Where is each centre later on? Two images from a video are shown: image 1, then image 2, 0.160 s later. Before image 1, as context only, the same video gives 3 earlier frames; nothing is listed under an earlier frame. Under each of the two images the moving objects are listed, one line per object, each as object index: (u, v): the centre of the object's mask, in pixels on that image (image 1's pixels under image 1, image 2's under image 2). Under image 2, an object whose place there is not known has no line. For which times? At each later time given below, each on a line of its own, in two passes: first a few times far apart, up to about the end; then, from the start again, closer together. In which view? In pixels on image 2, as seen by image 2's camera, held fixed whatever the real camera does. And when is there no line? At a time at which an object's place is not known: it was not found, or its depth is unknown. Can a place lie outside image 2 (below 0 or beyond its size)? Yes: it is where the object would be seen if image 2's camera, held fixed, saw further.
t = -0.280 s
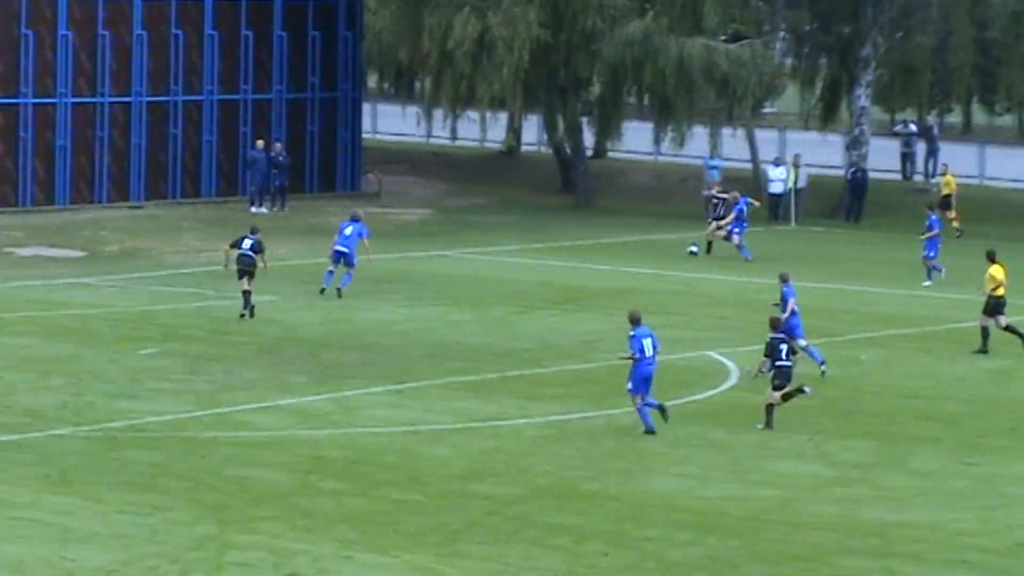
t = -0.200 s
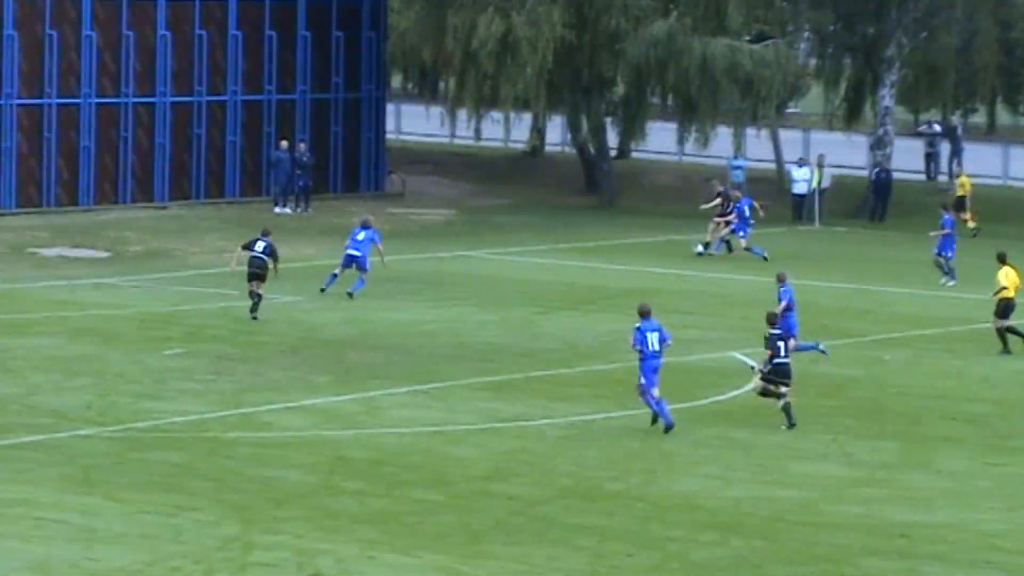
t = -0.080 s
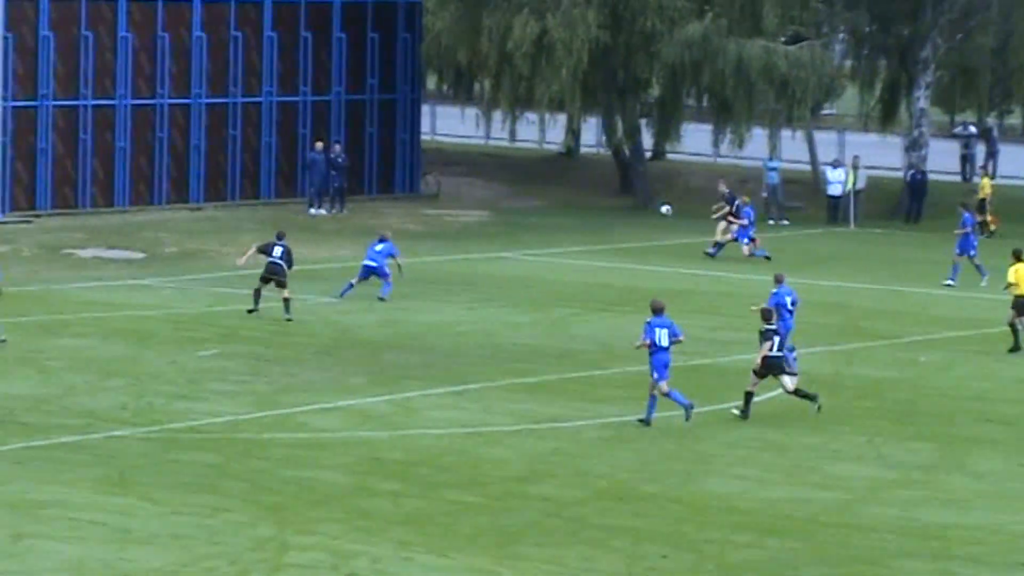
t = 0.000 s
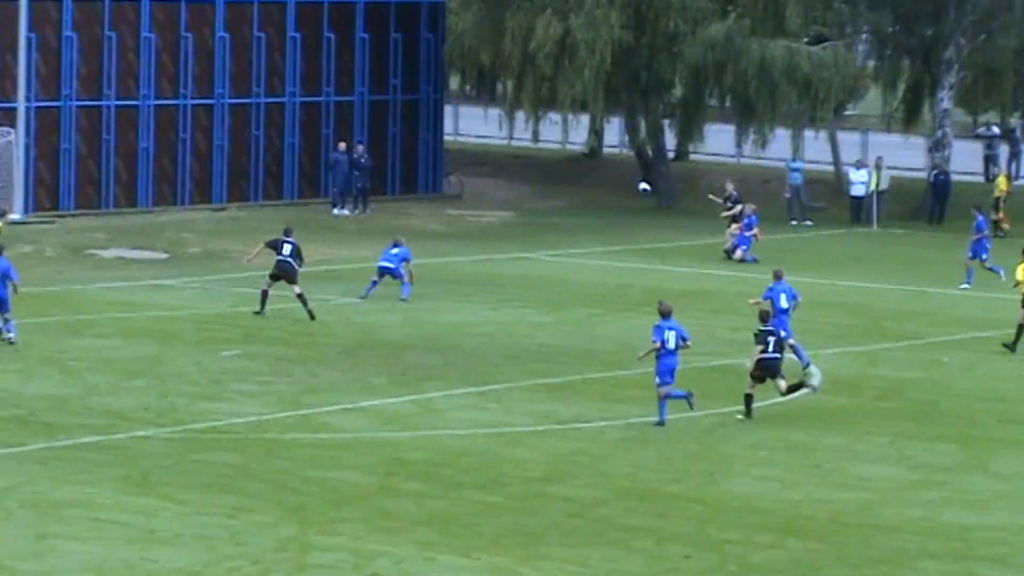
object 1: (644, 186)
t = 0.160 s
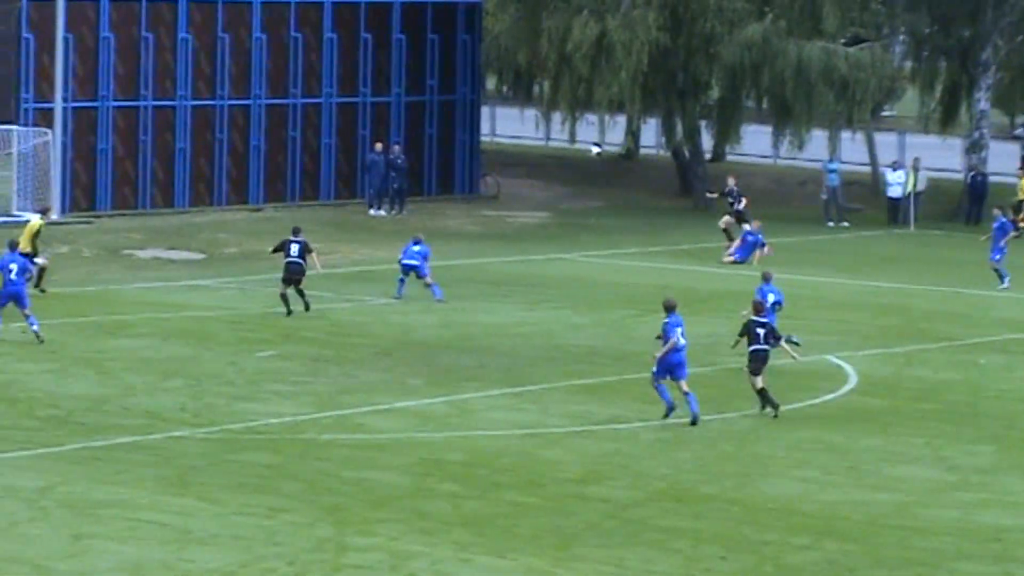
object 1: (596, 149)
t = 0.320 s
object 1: (513, 123)
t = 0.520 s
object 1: (414, 111)
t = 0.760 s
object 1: (304, 121)
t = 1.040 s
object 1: (181, 173)
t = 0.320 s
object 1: (513, 123)
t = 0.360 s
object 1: (492, 120)
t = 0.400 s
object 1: (473, 117)
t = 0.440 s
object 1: (453, 113)
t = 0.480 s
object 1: (434, 112)
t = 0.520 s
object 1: (414, 111)
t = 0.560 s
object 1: (396, 112)
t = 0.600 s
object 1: (377, 112)
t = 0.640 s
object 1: (358, 112)
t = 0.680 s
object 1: (341, 113)
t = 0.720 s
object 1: (321, 117)
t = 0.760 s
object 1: (304, 121)
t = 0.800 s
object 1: (286, 125)
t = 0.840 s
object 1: (268, 130)
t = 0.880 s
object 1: (251, 136)
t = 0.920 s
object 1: (233, 143)
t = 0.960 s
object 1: (215, 151)
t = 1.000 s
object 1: (198, 161)
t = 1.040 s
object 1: (181, 173)
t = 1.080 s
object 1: (163, 183)
